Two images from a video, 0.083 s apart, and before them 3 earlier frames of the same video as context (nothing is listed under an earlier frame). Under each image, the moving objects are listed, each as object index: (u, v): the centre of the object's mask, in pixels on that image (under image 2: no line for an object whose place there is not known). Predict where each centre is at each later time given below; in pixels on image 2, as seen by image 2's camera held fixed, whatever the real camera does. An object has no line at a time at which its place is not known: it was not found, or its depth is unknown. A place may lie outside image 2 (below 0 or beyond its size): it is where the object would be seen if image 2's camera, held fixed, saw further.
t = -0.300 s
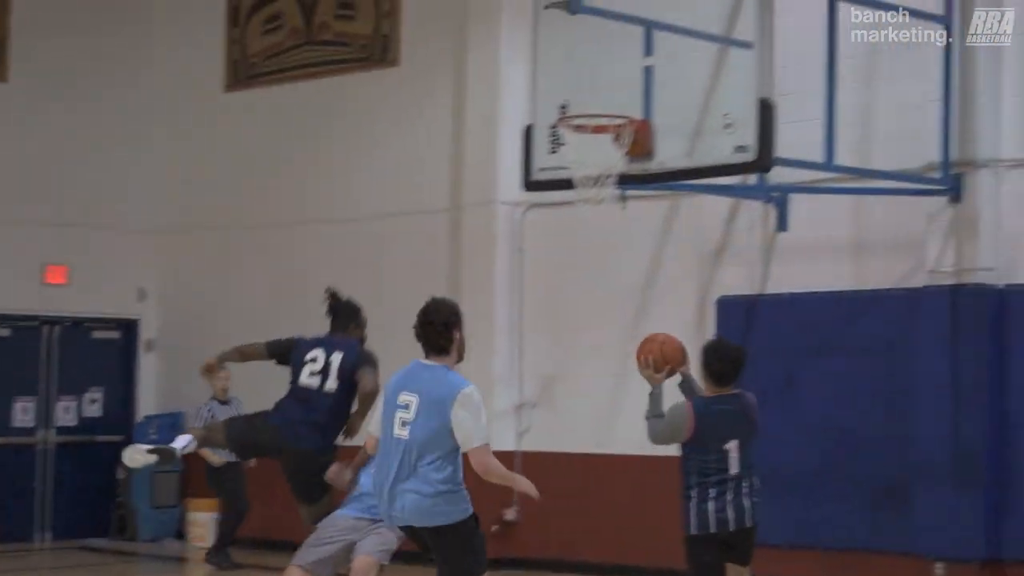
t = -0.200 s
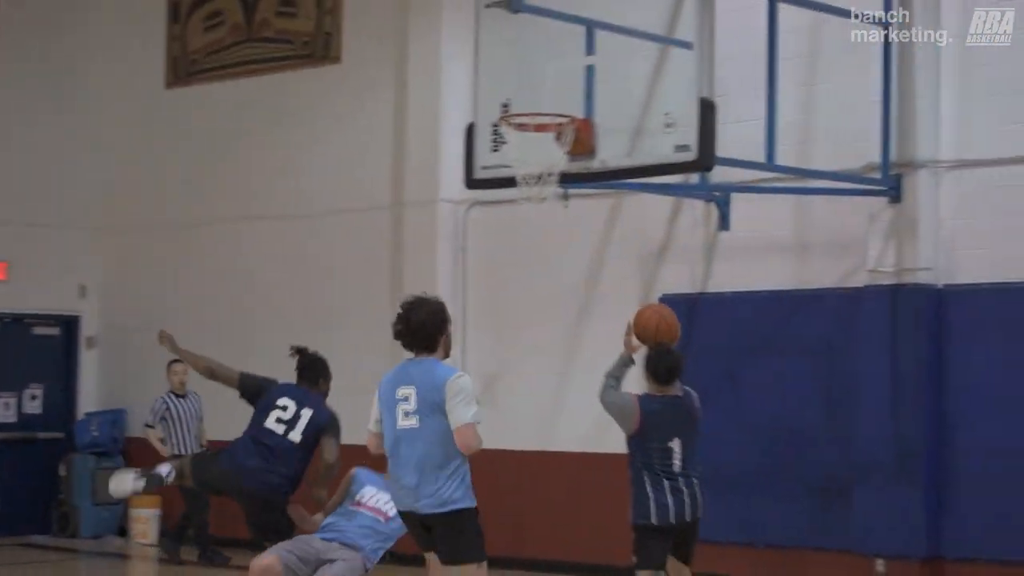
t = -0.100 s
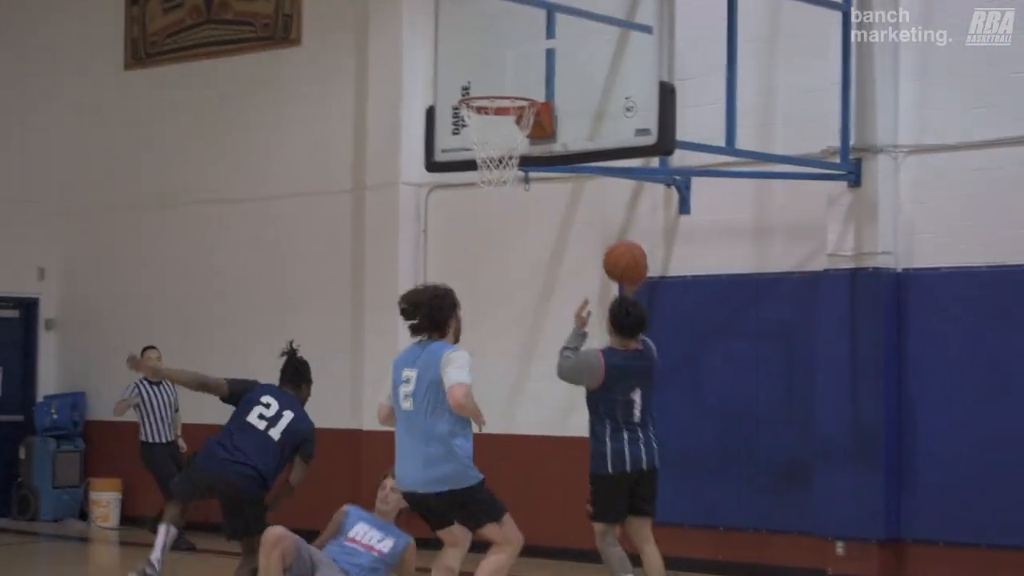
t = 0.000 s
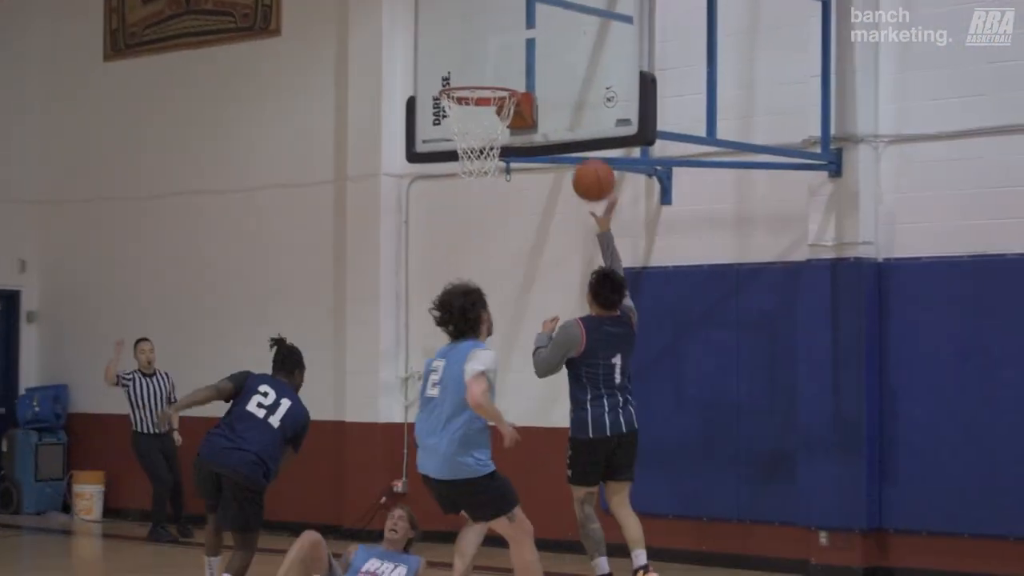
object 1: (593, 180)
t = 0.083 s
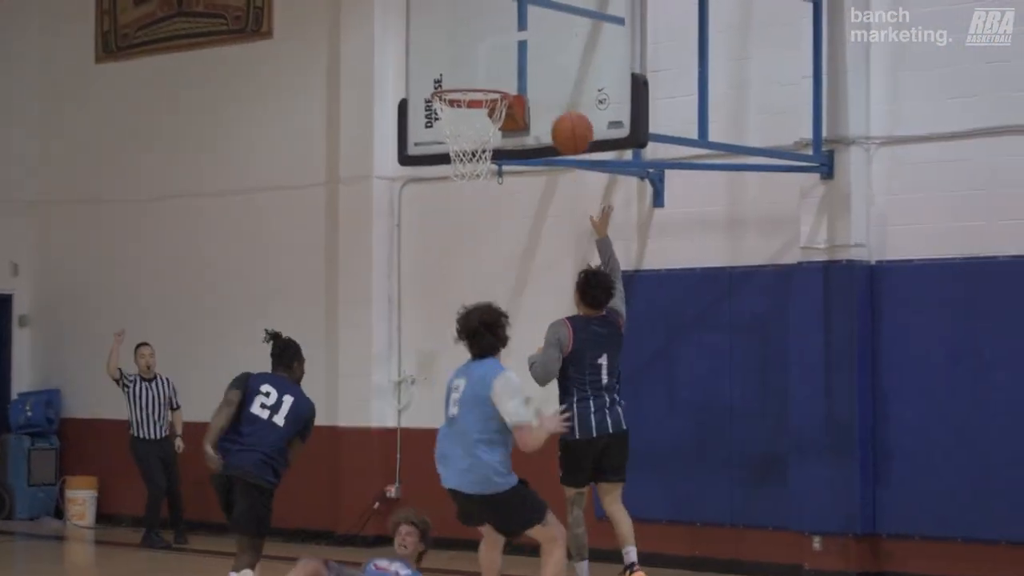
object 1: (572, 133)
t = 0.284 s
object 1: (542, 65)
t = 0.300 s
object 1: (539, 62)
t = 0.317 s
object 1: (537, 61)
